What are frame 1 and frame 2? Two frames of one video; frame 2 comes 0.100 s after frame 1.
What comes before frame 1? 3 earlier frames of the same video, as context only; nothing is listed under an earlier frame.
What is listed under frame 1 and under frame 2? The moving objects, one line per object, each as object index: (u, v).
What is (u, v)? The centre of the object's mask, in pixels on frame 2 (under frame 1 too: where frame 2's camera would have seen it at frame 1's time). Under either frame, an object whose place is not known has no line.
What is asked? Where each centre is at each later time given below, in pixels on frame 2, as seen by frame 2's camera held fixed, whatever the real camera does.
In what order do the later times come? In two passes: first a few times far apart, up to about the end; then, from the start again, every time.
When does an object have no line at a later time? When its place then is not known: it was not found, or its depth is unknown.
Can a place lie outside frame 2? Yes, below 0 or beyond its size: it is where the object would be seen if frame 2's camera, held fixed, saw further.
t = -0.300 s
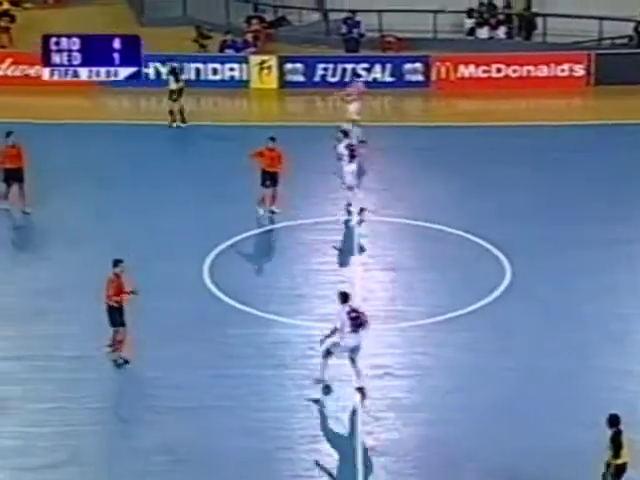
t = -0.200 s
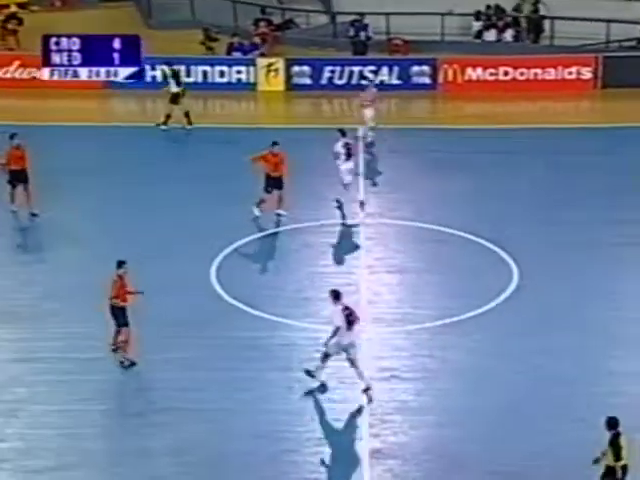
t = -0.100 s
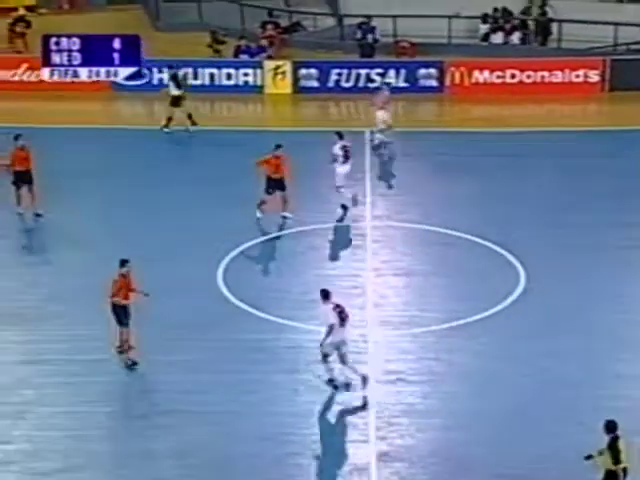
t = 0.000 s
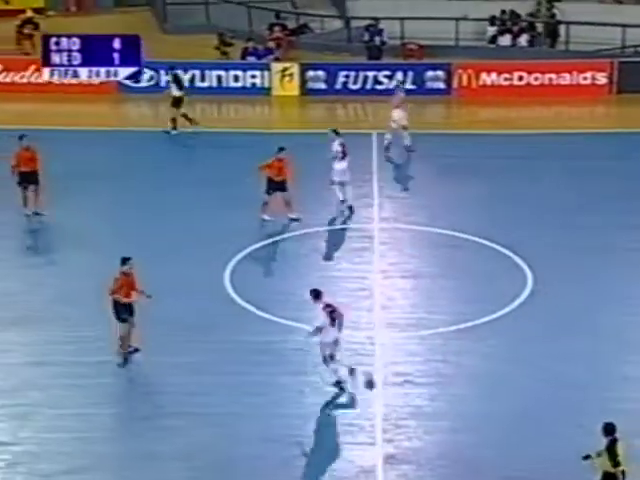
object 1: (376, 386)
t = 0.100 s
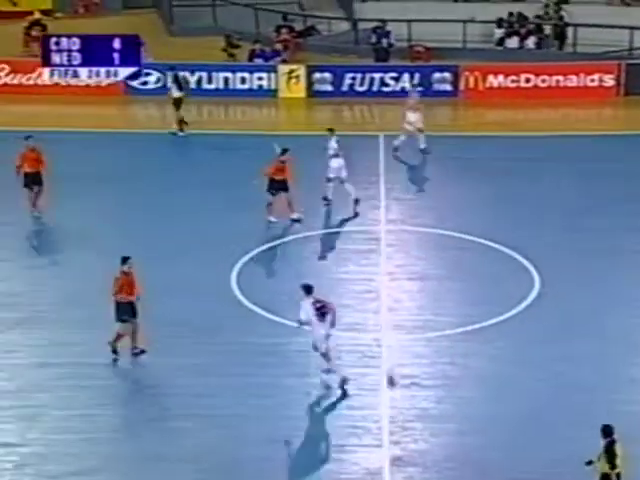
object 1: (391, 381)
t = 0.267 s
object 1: (408, 374)
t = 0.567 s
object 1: (442, 363)
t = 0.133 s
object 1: (393, 380)
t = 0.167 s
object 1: (398, 379)
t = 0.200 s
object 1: (401, 377)
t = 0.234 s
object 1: (405, 376)
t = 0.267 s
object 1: (408, 374)
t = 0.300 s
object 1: (412, 374)
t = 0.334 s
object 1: (416, 372)
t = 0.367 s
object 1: (420, 371)
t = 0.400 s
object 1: (424, 369)
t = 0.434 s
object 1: (427, 368)
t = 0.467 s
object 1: (431, 367)
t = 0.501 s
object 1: (435, 365)
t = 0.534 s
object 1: (439, 364)
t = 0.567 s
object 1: (442, 363)
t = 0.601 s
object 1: (446, 361)
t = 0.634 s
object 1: (449, 360)
